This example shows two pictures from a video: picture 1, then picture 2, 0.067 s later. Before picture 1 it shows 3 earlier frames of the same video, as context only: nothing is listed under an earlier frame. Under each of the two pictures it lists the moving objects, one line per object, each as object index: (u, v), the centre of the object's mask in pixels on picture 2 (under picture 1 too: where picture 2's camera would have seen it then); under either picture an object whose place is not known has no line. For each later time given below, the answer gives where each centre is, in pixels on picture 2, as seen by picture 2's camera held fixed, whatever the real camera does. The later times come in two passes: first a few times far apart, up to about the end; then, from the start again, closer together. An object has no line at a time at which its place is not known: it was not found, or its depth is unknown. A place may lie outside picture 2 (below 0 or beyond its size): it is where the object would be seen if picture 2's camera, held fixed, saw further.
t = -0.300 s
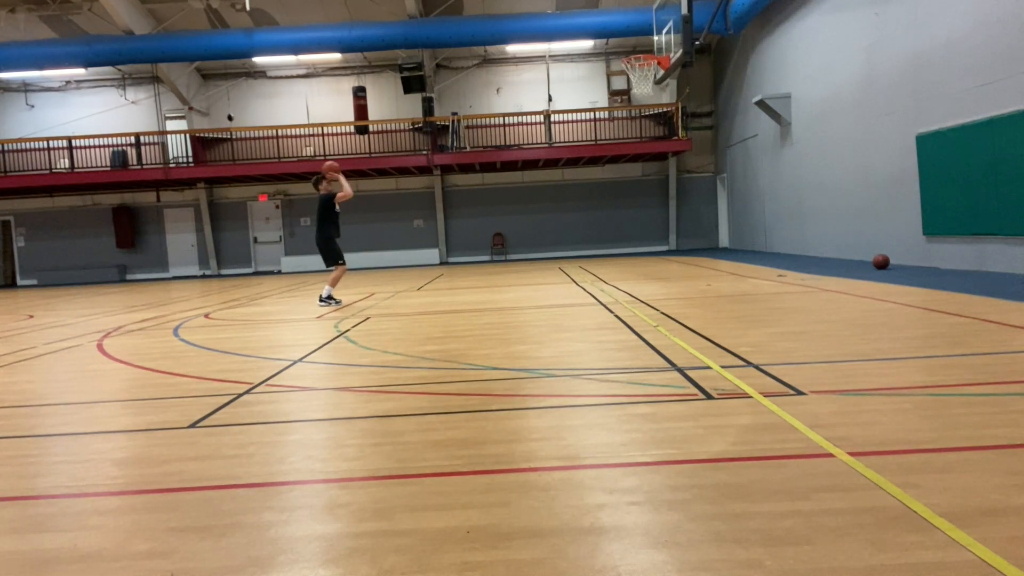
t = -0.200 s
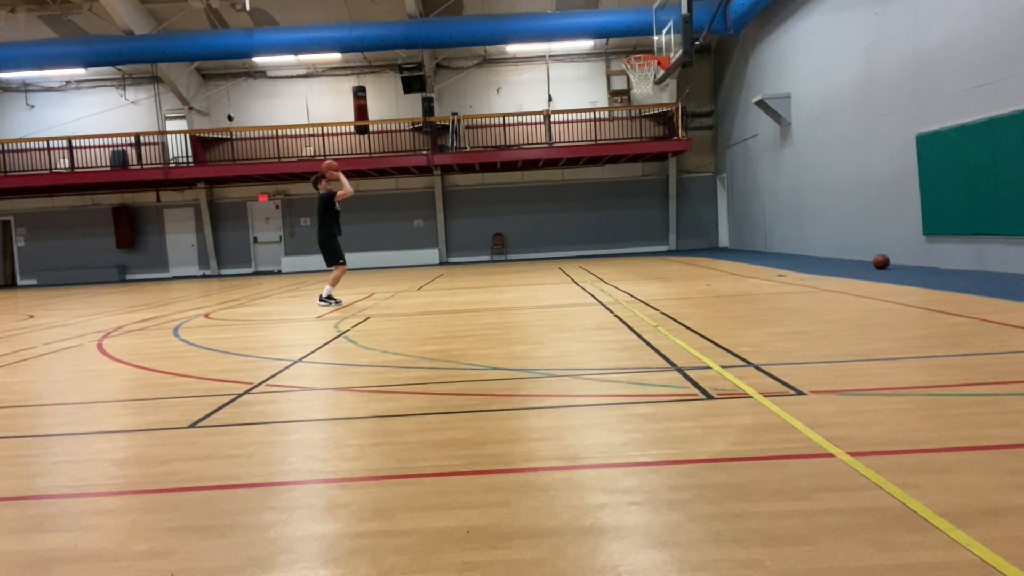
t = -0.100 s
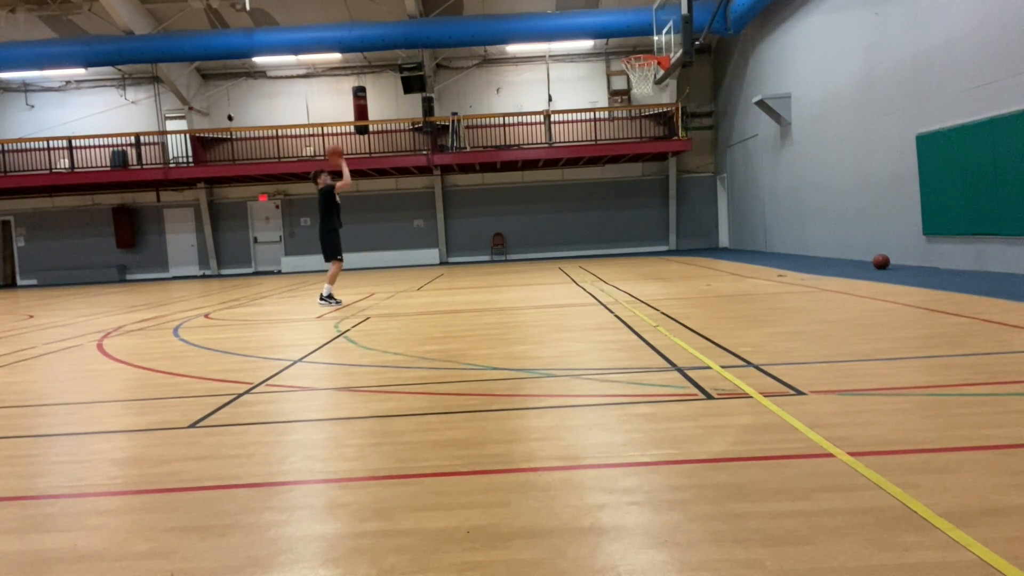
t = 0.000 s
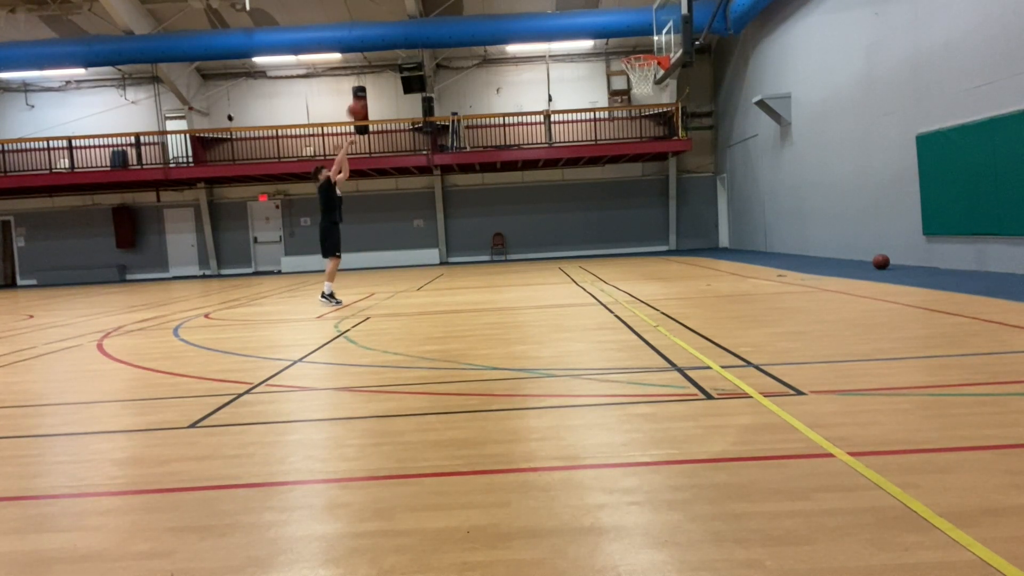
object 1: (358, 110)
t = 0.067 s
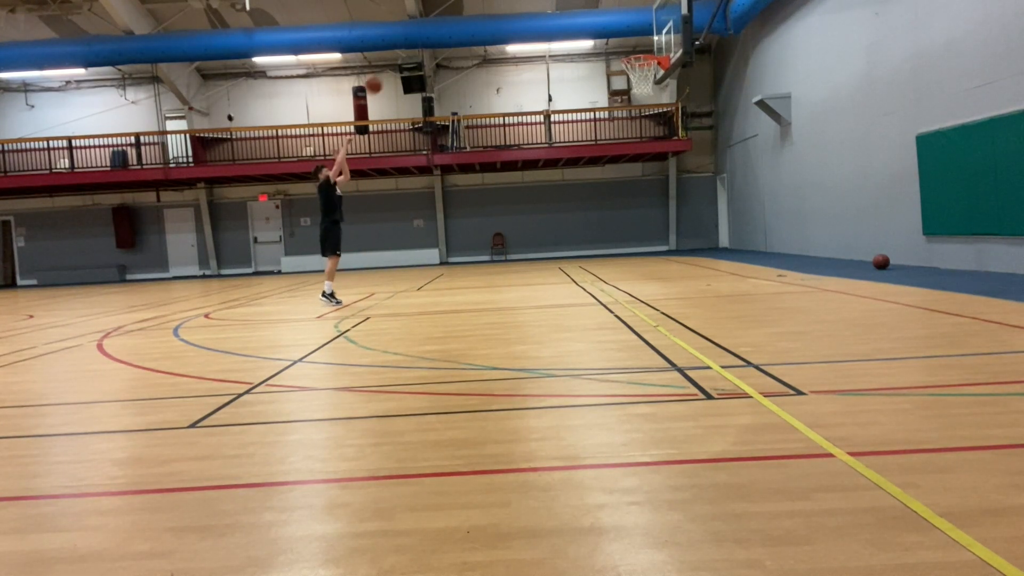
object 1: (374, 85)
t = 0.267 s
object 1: (428, 24)
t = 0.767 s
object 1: (570, 7)
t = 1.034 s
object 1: (647, 69)
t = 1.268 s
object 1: (672, 102)
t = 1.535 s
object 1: (695, 176)
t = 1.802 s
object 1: (716, 263)
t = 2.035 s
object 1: (706, 198)
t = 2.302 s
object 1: (696, 171)
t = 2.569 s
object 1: (688, 192)
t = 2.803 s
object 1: (683, 249)
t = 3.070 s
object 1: (673, 235)
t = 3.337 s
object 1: (663, 218)
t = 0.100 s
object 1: (383, 72)
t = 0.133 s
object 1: (392, 61)
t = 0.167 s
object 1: (401, 50)
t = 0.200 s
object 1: (410, 41)
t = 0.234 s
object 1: (418, 32)
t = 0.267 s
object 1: (428, 24)
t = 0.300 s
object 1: (437, 17)
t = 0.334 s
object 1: (446, 11)
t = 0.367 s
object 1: (455, 7)
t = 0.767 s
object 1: (570, 7)
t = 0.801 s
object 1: (580, 11)
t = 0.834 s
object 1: (589, 17)
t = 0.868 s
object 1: (599, 26)
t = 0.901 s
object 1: (608, 33)
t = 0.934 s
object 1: (618, 40)
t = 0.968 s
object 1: (628, 49)
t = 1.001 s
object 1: (637, 59)
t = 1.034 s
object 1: (647, 69)
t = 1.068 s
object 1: (655, 78)
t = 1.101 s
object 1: (656, 82)
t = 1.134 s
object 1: (660, 82)
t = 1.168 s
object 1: (662, 86)
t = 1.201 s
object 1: (666, 90)
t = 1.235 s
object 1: (669, 95)
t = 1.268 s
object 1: (672, 102)
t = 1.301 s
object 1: (674, 109)
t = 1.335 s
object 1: (677, 116)
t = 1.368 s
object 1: (680, 124)
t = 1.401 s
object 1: (683, 134)
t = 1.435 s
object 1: (686, 143)
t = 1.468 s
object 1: (689, 153)
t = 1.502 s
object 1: (692, 164)
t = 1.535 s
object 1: (695, 176)
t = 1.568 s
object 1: (698, 189)
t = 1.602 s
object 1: (701, 202)
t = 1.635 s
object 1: (705, 216)
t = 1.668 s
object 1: (708, 230)
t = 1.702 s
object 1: (711, 246)
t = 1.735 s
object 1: (715, 261)
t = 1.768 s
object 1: (717, 275)
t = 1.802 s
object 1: (716, 263)
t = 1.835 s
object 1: (714, 251)
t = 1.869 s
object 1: (712, 241)
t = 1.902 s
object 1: (711, 231)
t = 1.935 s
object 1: (710, 221)
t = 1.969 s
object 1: (708, 213)
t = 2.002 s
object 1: (708, 205)
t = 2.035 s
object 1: (706, 198)
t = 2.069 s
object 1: (704, 192)
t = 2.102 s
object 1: (703, 187)
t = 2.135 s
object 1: (702, 182)
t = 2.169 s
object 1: (700, 178)
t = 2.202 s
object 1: (700, 175)
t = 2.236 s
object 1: (698, 173)
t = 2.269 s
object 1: (697, 172)
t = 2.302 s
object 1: (696, 171)
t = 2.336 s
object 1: (695, 171)
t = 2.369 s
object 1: (693, 172)
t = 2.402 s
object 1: (693, 173)
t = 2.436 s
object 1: (691, 176)
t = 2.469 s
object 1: (691, 179)
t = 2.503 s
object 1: (690, 183)
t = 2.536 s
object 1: (689, 187)
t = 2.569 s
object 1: (688, 192)
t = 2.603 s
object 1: (687, 198)
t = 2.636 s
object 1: (686, 205)
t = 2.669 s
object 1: (685, 213)
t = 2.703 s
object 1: (685, 221)
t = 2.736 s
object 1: (684, 229)
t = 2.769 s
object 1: (683, 239)
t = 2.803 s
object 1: (683, 249)
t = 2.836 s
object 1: (682, 260)
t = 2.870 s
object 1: (681, 271)
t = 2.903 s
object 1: (680, 270)
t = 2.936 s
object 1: (679, 262)
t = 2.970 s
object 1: (677, 253)
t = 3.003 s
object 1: (676, 247)
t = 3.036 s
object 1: (674, 241)
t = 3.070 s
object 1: (673, 235)
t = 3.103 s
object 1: (671, 230)
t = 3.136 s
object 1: (670, 226)
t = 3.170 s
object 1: (669, 223)
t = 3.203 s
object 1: (668, 220)
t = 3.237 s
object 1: (667, 218)
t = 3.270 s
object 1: (666, 217)
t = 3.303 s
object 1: (665, 217)
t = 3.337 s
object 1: (663, 218)
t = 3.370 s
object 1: (662, 219)
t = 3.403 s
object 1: (661, 220)
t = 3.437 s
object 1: (661, 222)
